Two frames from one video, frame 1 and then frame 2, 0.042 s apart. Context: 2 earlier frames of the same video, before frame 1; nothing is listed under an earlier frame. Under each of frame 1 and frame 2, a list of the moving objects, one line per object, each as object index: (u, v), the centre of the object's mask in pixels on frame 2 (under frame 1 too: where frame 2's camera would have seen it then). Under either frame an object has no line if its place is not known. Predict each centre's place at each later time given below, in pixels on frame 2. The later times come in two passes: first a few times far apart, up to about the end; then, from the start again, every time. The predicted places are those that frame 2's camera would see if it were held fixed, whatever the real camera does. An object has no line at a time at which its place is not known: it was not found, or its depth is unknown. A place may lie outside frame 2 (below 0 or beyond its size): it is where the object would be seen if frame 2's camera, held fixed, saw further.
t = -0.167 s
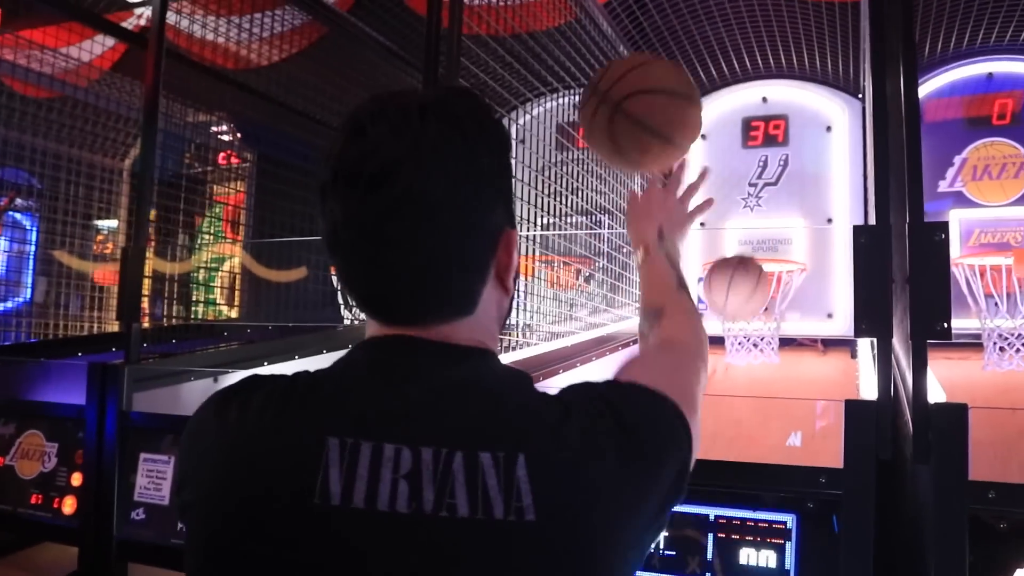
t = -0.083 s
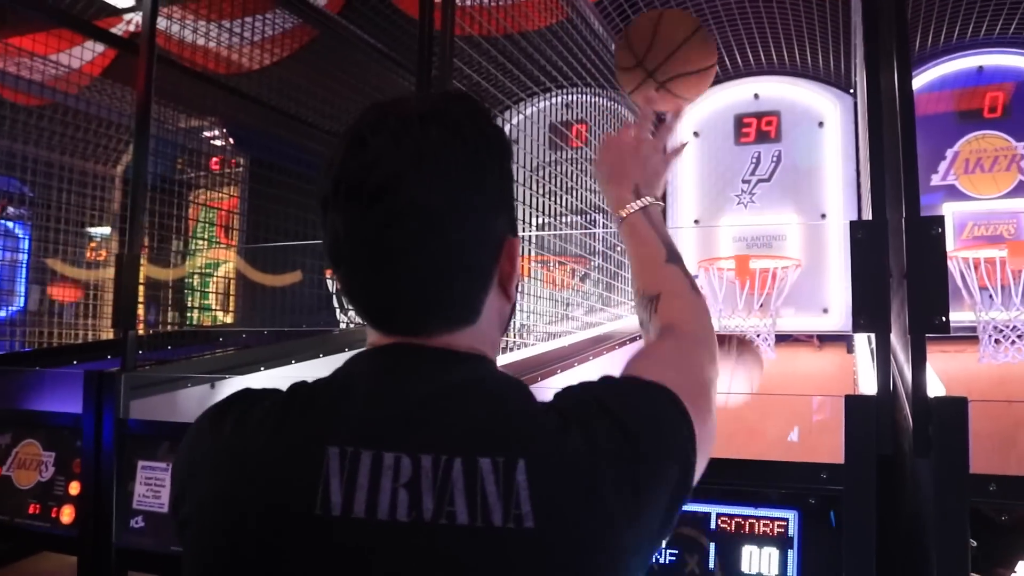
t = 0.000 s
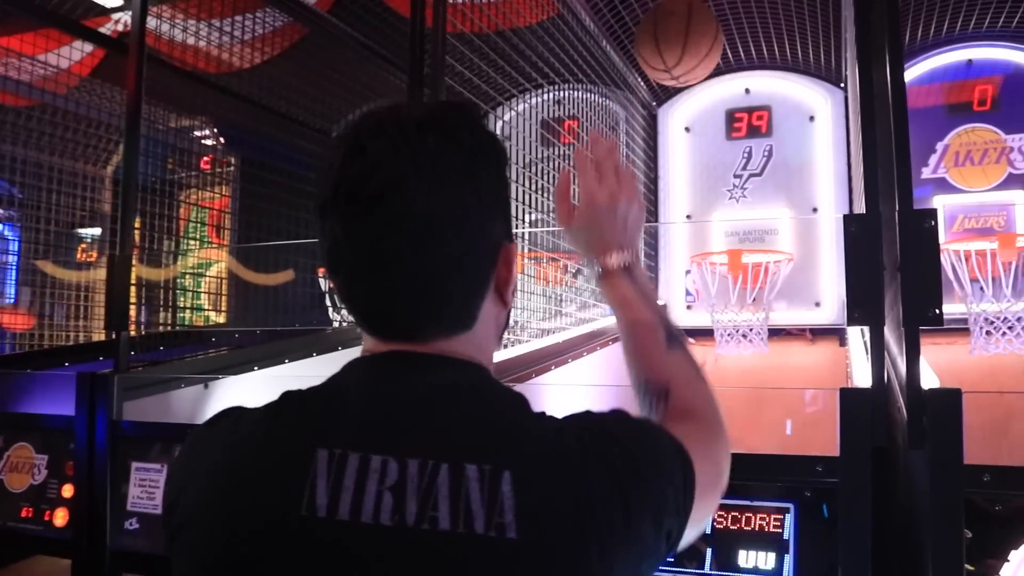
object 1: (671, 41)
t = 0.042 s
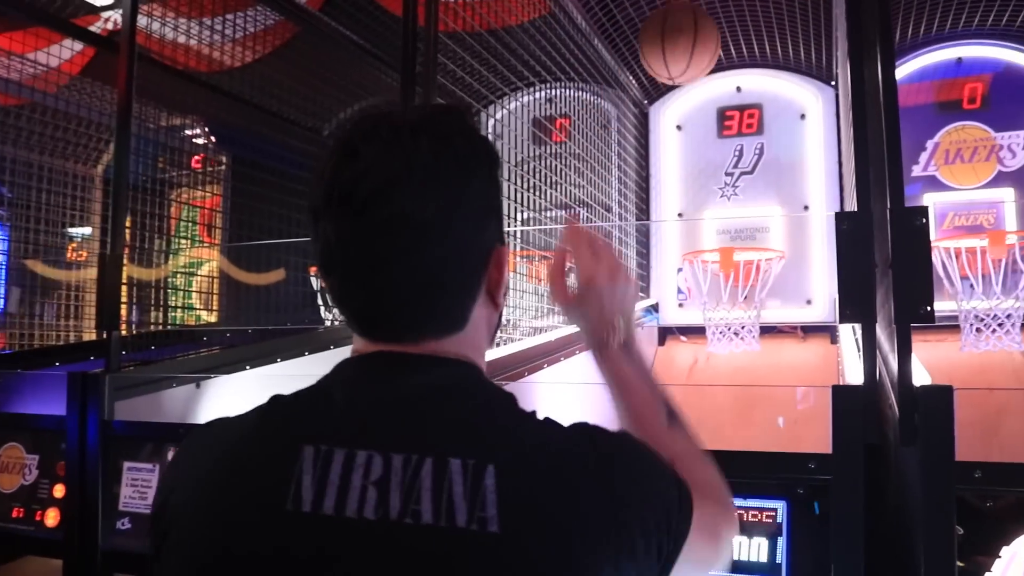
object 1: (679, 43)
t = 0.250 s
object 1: (711, 127)
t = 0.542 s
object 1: (748, 196)
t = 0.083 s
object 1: (686, 52)
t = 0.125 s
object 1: (693, 64)
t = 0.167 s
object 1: (700, 82)
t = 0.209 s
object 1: (705, 103)
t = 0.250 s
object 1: (711, 127)
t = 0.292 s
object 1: (716, 153)
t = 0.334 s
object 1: (721, 180)
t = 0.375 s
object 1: (725, 210)
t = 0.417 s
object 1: (727, 235)
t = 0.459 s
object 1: (733, 230)
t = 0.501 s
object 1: (739, 213)
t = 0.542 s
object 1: (748, 196)
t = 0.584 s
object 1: (758, 183)
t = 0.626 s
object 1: (767, 174)
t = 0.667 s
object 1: (776, 168)
